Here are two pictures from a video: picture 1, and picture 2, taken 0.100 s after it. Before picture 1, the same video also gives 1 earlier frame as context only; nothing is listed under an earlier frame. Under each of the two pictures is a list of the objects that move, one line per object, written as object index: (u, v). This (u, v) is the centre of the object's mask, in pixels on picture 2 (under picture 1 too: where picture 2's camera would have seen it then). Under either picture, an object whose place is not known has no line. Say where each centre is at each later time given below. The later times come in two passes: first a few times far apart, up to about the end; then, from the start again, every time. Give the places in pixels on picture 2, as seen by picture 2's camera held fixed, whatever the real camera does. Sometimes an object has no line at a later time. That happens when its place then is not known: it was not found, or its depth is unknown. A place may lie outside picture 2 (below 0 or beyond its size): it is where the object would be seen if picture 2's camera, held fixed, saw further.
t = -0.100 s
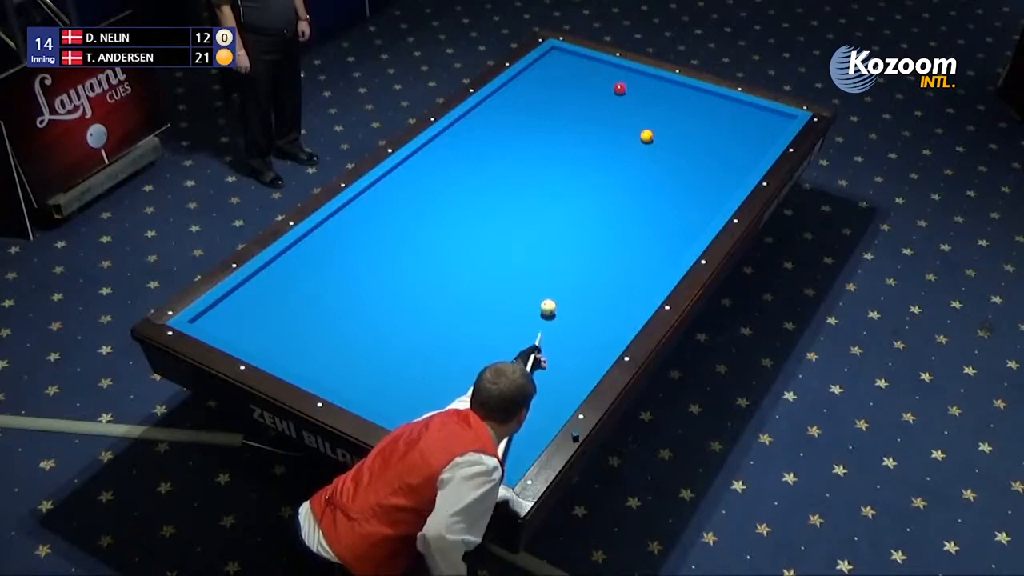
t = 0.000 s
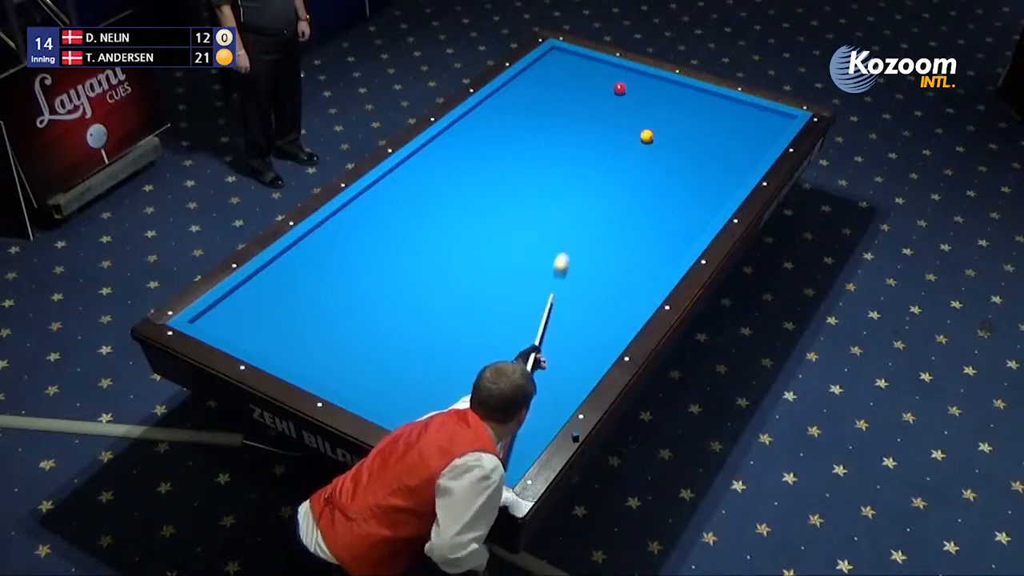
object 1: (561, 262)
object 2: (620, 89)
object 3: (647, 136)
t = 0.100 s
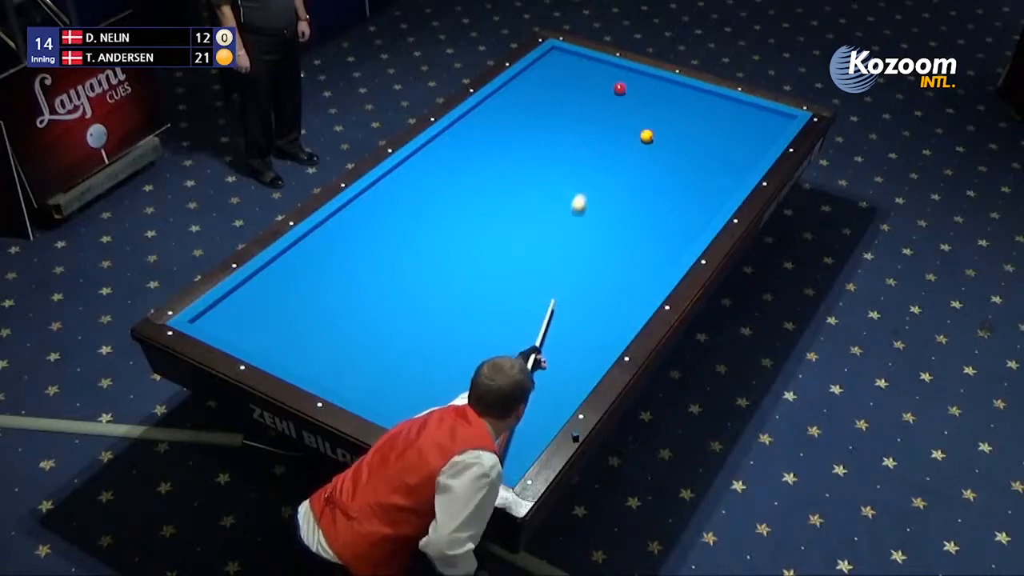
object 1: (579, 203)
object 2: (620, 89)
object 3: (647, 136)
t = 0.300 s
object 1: (607, 107)
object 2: (620, 89)
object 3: (647, 136)
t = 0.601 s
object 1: (556, 56)
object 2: (609, 119)
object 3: (647, 136)
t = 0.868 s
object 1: (621, 78)
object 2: (559, 179)
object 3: (647, 136)
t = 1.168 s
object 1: (677, 104)
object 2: (498, 252)
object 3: (647, 136)
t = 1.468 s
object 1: (732, 125)
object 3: (647, 136)
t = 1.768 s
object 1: (757, 140)
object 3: (647, 136)
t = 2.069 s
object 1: (716, 138)
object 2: (460, 317)
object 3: (647, 136)
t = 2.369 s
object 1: (678, 138)
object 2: (508, 272)
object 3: (646, 136)
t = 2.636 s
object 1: (656, 139)
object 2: (546, 237)
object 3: (635, 135)
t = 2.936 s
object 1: (647, 141)
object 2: (584, 201)
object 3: (612, 133)
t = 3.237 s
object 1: (638, 143)
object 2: (619, 168)
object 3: (590, 130)
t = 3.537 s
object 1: (626, 136)
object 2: (656, 148)
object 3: (569, 129)
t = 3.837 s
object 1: (611, 123)
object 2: (694, 140)
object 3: (549, 127)
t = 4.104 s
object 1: (598, 112)
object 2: (727, 131)
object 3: (532, 125)
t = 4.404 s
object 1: (585, 100)
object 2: (762, 123)
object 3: (513, 124)
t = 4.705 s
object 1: (573, 89)
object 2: (789, 118)
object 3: (496, 122)
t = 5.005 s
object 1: (562, 79)
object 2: (775, 124)
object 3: (480, 121)
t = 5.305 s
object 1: (551, 69)
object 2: (761, 129)
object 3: (464, 120)
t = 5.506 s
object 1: (544, 63)
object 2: (752, 132)
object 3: (465, 122)
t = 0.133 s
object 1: (584, 185)
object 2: (620, 89)
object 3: (647, 136)
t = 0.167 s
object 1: (589, 168)
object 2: (620, 89)
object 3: (647, 136)
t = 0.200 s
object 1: (594, 151)
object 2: (620, 89)
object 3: (647, 136)
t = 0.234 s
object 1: (599, 136)
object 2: (620, 89)
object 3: (647, 136)
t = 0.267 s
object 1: (603, 121)
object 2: (620, 89)
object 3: (647, 136)
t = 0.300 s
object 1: (607, 107)
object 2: (620, 89)
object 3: (647, 136)
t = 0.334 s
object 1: (611, 93)
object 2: (621, 88)
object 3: (647, 136)
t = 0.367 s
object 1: (602, 87)
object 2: (633, 82)
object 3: (647, 136)
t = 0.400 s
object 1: (592, 82)
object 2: (645, 75)
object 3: (647, 136)
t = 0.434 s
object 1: (582, 76)
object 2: (641, 81)
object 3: (647, 136)
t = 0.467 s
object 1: (573, 71)
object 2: (634, 89)
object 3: (647, 136)
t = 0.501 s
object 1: (564, 66)
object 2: (628, 96)
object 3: (647, 136)
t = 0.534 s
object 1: (555, 61)
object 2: (622, 104)
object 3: (647, 136)
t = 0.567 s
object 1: (547, 55)
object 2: (615, 112)
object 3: (647, 136)
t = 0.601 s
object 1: (556, 56)
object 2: (609, 119)
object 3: (647, 136)
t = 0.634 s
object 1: (567, 57)
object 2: (603, 127)
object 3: (647, 136)
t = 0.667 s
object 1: (579, 57)
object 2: (596, 135)
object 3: (647, 136)
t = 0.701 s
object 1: (590, 58)
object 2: (590, 142)
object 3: (647, 136)
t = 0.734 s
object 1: (596, 62)
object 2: (584, 149)
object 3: (647, 136)
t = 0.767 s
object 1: (603, 66)
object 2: (578, 157)
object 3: (647, 136)
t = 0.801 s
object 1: (608, 70)
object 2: (571, 165)
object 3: (647, 136)
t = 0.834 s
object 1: (615, 74)
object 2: (565, 172)
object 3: (647, 136)
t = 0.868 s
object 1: (621, 78)
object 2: (559, 179)
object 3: (647, 136)
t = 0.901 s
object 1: (627, 81)
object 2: (553, 187)
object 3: (647, 136)
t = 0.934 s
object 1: (633, 85)
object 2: (546, 194)
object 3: (647, 136)
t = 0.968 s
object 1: (640, 88)
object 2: (540, 202)
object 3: (647, 136)
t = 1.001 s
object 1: (646, 91)
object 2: (534, 210)
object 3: (647, 136)
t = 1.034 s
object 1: (652, 94)
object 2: (527, 217)
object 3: (647, 136)
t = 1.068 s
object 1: (659, 97)
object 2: (520, 226)
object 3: (647, 136)
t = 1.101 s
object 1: (665, 100)
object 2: (513, 234)
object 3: (647, 136)
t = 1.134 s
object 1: (671, 102)
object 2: (506, 243)
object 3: (647, 136)
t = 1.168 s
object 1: (677, 104)
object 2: (498, 252)
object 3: (647, 136)
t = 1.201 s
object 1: (683, 107)
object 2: (491, 260)
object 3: (647, 136)
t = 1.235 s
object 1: (689, 109)
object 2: (484, 269)
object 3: (647, 136)
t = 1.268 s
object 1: (695, 112)
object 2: (476, 278)
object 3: (647, 136)
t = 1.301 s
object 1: (701, 114)
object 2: (468, 288)
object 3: (647, 136)
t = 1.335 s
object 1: (707, 116)
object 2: (460, 296)
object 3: (647, 136)
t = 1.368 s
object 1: (713, 118)
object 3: (647, 136)
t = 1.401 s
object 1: (719, 121)
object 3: (647, 136)
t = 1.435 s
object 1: (726, 123)
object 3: (647, 136)
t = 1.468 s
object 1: (732, 125)
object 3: (647, 136)
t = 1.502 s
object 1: (738, 128)
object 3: (647, 136)
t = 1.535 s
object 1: (744, 130)
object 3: (647, 136)
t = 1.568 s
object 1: (750, 132)
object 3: (647, 136)
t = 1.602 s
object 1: (757, 135)
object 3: (647, 136)
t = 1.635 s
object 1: (763, 137)
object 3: (647, 136)
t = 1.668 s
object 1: (769, 139)
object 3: (647, 136)
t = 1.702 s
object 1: (769, 140)
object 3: (647, 136)
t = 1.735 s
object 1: (763, 140)
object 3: (647, 136)
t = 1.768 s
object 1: (757, 140)
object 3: (647, 136)
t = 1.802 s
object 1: (751, 139)
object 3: (647, 136)
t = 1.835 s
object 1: (746, 139)
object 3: (647, 136)
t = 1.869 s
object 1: (741, 139)
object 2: (426, 348)
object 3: (647, 136)
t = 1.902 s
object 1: (737, 139)
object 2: (430, 345)
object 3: (647, 136)
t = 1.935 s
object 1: (733, 139)
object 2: (436, 341)
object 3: (647, 136)
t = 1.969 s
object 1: (728, 139)
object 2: (442, 334)
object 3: (647, 136)
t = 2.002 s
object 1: (724, 138)
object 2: (448, 328)
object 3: (647, 136)
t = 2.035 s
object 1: (720, 138)
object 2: (454, 323)
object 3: (647, 136)
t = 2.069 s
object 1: (716, 138)
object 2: (460, 317)
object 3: (647, 136)
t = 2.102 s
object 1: (711, 138)
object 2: (465, 312)
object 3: (647, 136)
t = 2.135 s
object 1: (707, 138)
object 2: (471, 307)
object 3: (647, 136)
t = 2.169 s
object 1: (703, 138)
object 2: (476, 302)
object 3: (645, 134)
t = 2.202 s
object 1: (698, 138)
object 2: (482, 297)
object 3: (647, 137)
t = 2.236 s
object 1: (695, 138)
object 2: (487, 292)
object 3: (647, 136)
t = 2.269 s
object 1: (690, 138)
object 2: (492, 286)
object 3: (646, 136)
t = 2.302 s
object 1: (686, 138)
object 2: (498, 282)
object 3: (647, 136)
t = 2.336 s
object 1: (682, 138)
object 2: (503, 277)
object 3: (647, 136)
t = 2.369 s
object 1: (678, 138)
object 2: (508, 272)
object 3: (646, 136)
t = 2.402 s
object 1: (673, 138)
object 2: (513, 267)
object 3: (647, 136)
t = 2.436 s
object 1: (669, 138)
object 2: (517, 263)
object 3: (646, 136)
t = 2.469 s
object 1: (665, 138)
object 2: (522, 259)
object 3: (646, 136)
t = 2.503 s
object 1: (661, 138)
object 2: (527, 254)
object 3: (646, 136)
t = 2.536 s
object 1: (658, 138)
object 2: (532, 250)
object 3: (644, 136)
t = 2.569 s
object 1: (658, 138)
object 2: (537, 245)
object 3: (641, 136)
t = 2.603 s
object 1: (657, 139)
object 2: (541, 240)
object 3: (638, 135)
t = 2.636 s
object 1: (656, 139)
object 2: (546, 237)
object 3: (635, 135)
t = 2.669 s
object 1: (655, 139)
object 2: (550, 232)
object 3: (633, 135)
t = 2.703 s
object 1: (654, 139)
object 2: (555, 228)
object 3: (630, 135)
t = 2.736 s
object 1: (653, 140)
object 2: (559, 224)
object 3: (628, 134)
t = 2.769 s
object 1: (652, 140)
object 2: (563, 220)
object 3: (625, 134)
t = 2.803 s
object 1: (651, 140)
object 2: (568, 216)
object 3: (622, 134)
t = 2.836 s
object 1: (650, 140)
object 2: (572, 212)
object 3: (620, 134)
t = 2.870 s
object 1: (649, 140)
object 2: (576, 208)
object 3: (617, 133)
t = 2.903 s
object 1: (648, 141)
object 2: (580, 204)
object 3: (615, 133)
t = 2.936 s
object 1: (647, 141)
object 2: (584, 201)
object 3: (612, 133)
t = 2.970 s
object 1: (646, 141)
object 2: (588, 197)
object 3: (610, 133)
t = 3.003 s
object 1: (645, 141)
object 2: (592, 193)
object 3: (607, 133)
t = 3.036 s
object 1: (644, 141)
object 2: (596, 189)
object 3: (605, 132)
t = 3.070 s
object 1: (643, 142)
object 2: (600, 186)
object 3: (602, 132)
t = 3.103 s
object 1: (642, 142)
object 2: (604, 182)
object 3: (600, 132)
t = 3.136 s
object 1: (641, 142)
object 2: (608, 179)
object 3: (597, 132)
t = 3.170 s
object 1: (640, 142)
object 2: (611, 175)
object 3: (595, 131)
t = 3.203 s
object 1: (639, 142)
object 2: (615, 172)
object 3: (592, 131)
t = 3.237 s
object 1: (638, 143)
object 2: (619, 168)
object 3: (590, 130)
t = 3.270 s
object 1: (637, 143)
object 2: (622, 165)
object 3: (588, 130)
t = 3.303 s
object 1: (636, 143)
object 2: (626, 162)
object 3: (585, 130)
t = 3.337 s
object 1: (635, 143)
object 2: (630, 159)
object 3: (583, 130)
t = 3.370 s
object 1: (634, 143)
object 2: (633, 155)
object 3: (581, 130)
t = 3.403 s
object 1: (632, 143)
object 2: (637, 152)
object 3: (578, 130)
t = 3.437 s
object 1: (631, 142)
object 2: (641, 151)
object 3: (576, 130)
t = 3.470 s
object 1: (629, 140)
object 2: (646, 150)
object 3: (574, 129)
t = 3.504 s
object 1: (627, 138)
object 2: (651, 149)
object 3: (571, 129)
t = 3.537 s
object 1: (626, 136)
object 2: (656, 148)
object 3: (569, 129)
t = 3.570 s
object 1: (624, 135)
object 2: (660, 147)
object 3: (567, 129)
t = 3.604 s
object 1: (622, 133)
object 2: (664, 146)
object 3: (564, 128)
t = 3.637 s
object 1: (620, 131)
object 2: (668, 145)
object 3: (562, 128)
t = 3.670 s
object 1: (619, 130)
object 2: (673, 144)
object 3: (560, 128)
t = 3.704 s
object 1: (617, 129)
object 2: (677, 143)
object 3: (558, 128)
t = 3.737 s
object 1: (615, 127)
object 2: (681, 142)
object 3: (556, 127)
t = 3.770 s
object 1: (614, 126)
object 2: (686, 141)
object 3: (553, 127)
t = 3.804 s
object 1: (612, 124)
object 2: (690, 140)
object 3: (551, 127)
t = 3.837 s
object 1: (611, 123)
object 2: (694, 140)
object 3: (549, 127)
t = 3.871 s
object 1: (609, 121)
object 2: (698, 138)
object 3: (547, 127)
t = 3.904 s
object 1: (607, 120)
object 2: (702, 137)
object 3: (545, 126)
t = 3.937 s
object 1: (606, 118)
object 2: (707, 136)
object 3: (543, 126)
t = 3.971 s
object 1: (604, 117)
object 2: (711, 135)
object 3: (541, 126)
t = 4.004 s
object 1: (603, 116)
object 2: (715, 134)
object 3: (539, 126)
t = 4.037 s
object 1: (601, 114)
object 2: (719, 133)
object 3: (536, 126)
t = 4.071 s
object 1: (600, 113)
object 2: (723, 132)
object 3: (534, 125)
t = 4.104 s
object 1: (598, 112)
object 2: (727, 131)
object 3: (532, 125)
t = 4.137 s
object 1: (597, 110)
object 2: (731, 130)
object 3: (530, 125)
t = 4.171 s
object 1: (595, 109)
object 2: (735, 129)
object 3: (528, 125)
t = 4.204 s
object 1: (594, 108)
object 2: (739, 129)
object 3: (526, 125)
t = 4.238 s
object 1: (592, 106)
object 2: (743, 128)
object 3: (524, 125)
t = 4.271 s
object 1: (591, 105)
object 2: (747, 127)
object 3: (522, 124)
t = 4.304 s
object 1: (590, 104)
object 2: (751, 126)
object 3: (519, 124)
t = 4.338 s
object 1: (588, 102)
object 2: (755, 125)
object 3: (518, 124)
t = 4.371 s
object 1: (587, 101)
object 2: (758, 124)
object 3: (516, 124)
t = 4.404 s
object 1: (585, 100)
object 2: (762, 123)
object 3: (513, 124)
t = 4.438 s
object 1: (584, 99)
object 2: (766, 122)
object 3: (512, 123)
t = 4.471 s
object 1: (582, 97)
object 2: (770, 121)
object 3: (510, 123)
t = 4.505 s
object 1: (581, 96)
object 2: (774, 121)
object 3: (508, 123)
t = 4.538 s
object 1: (580, 95)
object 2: (777, 120)
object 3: (506, 123)
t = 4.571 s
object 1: (578, 94)
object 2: (781, 118)
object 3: (504, 123)
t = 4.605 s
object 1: (577, 92)
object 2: (785, 118)
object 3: (502, 123)
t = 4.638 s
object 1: (576, 91)
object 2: (788, 117)
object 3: (500, 123)
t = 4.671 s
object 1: (574, 90)
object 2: (788, 118)
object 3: (498, 122)
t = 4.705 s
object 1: (573, 89)
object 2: (789, 118)
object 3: (496, 122)
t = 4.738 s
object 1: (572, 88)
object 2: (787, 119)
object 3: (494, 122)
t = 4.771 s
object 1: (570, 87)
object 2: (787, 120)
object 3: (492, 122)
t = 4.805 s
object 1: (569, 85)
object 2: (785, 121)
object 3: (491, 122)
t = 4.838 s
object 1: (568, 84)
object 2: (784, 121)
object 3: (489, 122)
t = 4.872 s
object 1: (567, 83)
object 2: (782, 122)
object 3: (487, 122)
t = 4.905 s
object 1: (565, 82)
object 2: (780, 123)
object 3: (485, 121)
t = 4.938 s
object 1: (564, 81)
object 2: (778, 123)
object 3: (483, 121)
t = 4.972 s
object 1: (563, 80)
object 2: (777, 124)
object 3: (481, 121)
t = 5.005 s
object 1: (562, 79)
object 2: (775, 124)
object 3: (480, 121)
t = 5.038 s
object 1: (560, 77)
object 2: (774, 125)
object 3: (478, 121)
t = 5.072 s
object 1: (559, 76)
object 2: (772, 126)
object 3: (476, 121)
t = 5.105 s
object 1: (558, 75)
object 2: (770, 126)
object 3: (474, 120)
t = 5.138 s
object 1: (557, 74)
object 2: (769, 127)
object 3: (472, 120)
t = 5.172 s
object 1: (556, 73)
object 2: (767, 127)
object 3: (471, 120)
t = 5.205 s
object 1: (554, 72)
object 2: (766, 128)
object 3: (469, 120)
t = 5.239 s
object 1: (553, 71)
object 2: (765, 128)
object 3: (467, 120)
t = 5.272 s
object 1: (552, 70)
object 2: (762, 129)
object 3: (465, 119)
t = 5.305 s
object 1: (551, 69)
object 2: (761, 129)
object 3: (464, 120)
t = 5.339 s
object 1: (550, 68)
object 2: (759, 129)
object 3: (463, 120)
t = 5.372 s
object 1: (549, 67)
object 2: (758, 130)
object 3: (464, 120)
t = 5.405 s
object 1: (547, 66)
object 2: (756, 131)
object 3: (464, 120)
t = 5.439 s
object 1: (546, 65)
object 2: (755, 131)
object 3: (464, 121)
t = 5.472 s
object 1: (545, 64)
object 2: (753, 132)
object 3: (465, 121)
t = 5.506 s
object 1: (544, 63)
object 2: (752, 132)
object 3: (465, 122)
